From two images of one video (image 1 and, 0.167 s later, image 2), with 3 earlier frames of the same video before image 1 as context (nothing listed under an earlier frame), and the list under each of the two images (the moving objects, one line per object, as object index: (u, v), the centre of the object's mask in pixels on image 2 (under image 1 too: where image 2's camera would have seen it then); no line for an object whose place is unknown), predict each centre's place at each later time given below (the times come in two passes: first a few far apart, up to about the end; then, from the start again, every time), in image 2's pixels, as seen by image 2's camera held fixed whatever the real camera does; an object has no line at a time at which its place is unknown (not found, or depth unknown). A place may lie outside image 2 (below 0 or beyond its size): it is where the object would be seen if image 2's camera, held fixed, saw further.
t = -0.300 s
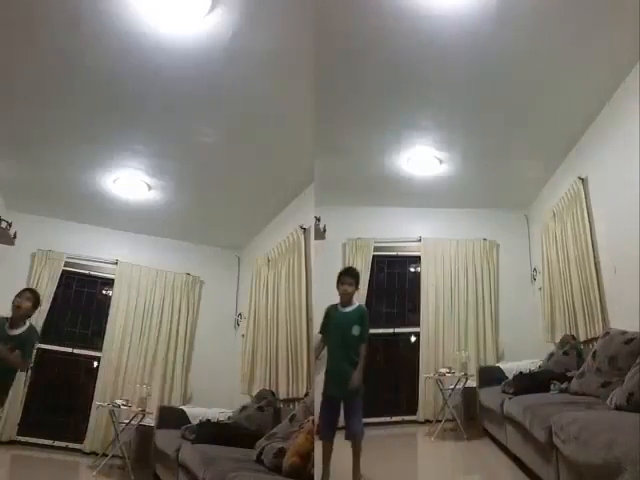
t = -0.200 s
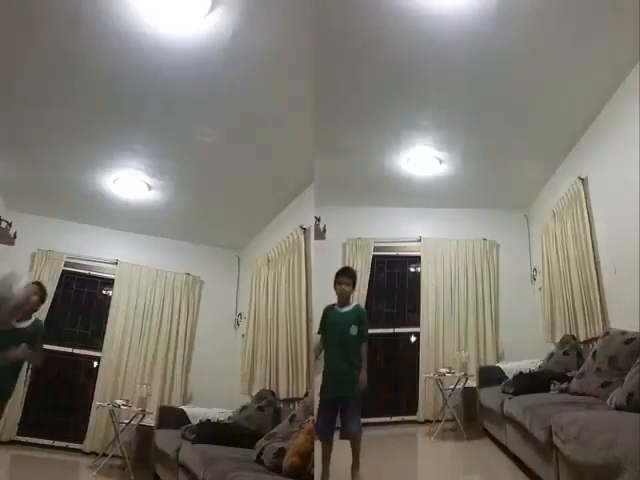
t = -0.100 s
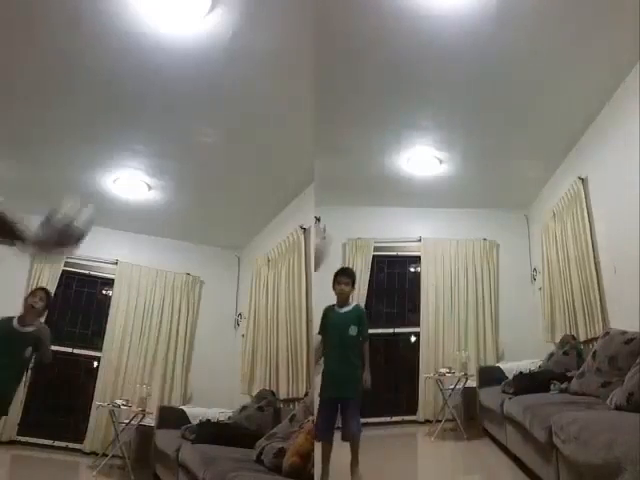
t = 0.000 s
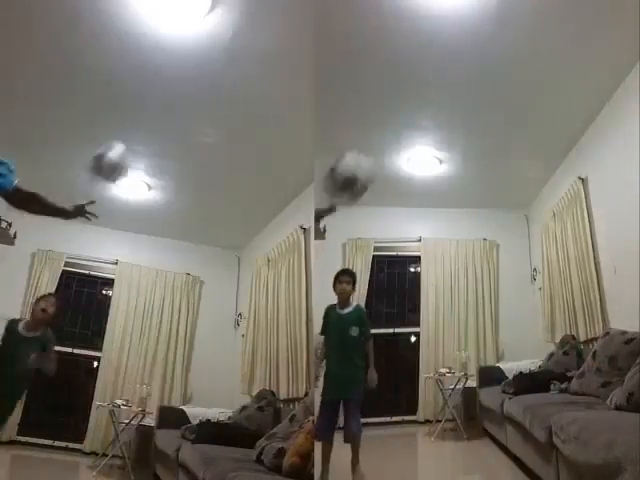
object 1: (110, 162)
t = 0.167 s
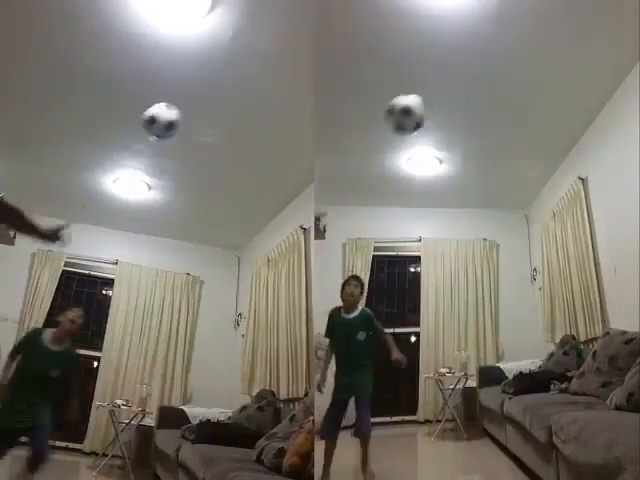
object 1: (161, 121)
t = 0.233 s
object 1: (175, 117)
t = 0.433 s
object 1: (211, 138)
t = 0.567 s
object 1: (231, 180)
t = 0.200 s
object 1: (169, 118)
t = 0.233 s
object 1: (175, 117)
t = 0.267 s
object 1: (182, 117)
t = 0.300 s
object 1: (189, 118)
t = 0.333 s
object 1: (195, 121)
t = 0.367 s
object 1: (200, 125)
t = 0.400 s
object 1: (206, 131)
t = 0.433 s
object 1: (211, 138)
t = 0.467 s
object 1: (216, 146)
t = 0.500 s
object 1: (221, 156)
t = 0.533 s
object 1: (226, 167)
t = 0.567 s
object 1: (231, 180)
